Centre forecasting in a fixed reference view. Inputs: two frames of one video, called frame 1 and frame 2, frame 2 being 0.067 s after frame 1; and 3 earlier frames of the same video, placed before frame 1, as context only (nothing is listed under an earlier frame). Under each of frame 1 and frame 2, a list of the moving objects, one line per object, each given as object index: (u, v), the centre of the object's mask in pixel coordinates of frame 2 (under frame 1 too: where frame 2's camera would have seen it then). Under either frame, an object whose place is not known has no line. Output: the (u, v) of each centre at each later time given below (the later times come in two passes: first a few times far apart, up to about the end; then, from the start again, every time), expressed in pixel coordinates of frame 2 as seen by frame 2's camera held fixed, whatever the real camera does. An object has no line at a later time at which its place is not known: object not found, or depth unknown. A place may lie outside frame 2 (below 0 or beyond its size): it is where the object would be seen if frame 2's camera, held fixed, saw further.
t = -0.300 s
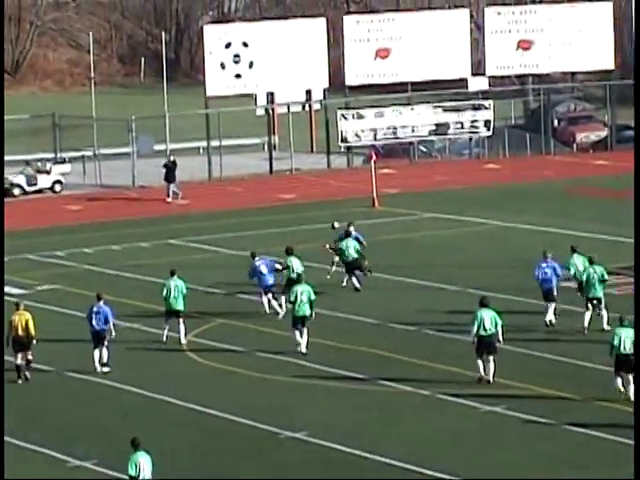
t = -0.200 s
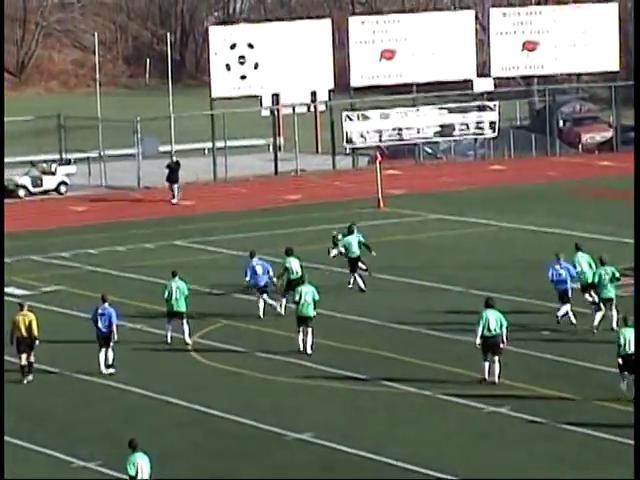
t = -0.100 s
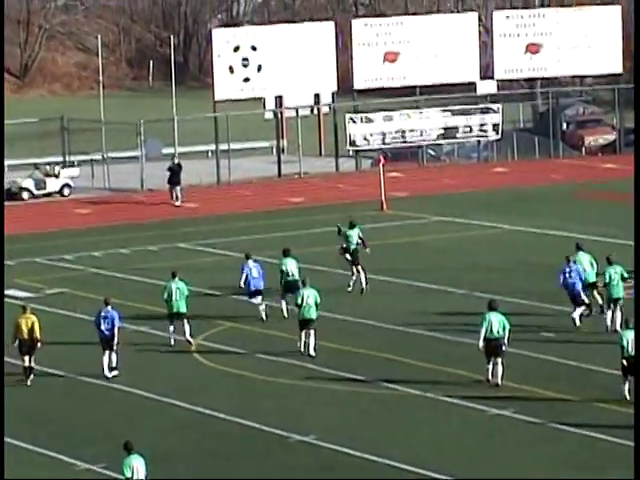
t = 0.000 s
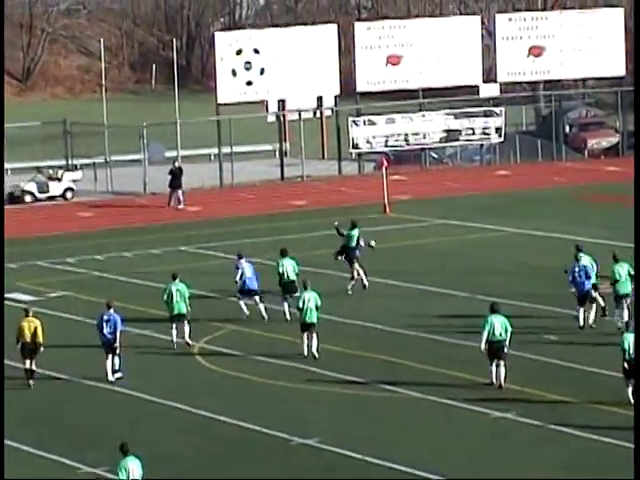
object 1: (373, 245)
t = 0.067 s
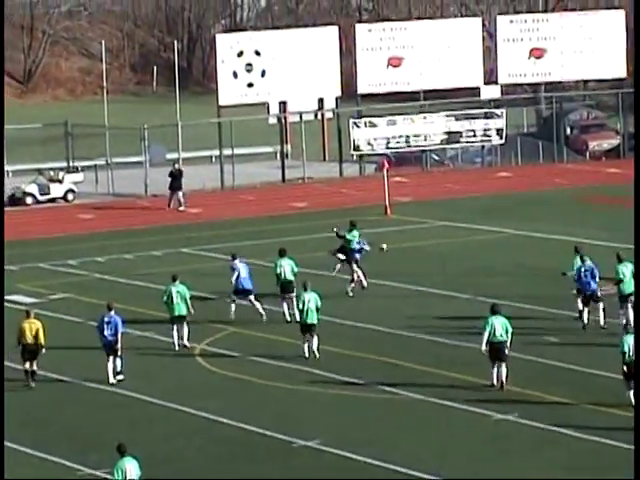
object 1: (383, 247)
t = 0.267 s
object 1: (415, 260)
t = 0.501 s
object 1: (451, 289)
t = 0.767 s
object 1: (492, 265)
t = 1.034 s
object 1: (534, 267)
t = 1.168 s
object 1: (555, 279)
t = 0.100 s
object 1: (388, 248)
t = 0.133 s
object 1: (394, 249)
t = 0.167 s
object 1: (398, 252)
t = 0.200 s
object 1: (403, 254)
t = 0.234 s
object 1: (409, 258)
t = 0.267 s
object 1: (415, 260)
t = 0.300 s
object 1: (420, 264)
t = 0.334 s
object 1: (425, 269)
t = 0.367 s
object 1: (430, 274)
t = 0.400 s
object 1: (435, 278)
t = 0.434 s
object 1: (440, 284)
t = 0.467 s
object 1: (445, 290)
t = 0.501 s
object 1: (451, 289)
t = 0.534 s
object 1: (457, 283)
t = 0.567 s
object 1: (462, 280)
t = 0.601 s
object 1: (467, 276)
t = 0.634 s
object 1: (472, 273)
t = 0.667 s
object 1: (478, 270)
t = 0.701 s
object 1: (482, 267)
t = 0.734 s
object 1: (487, 265)
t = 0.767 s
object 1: (492, 265)
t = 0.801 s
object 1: (497, 263)
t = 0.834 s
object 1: (503, 261)
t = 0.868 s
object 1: (508, 261)
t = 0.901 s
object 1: (514, 262)
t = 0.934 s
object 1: (519, 263)
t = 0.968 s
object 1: (524, 264)
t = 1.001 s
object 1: (528, 265)
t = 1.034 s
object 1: (534, 267)
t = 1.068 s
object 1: (539, 270)
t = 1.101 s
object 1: (545, 273)
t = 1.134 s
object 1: (550, 276)
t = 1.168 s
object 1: (555, 279)
